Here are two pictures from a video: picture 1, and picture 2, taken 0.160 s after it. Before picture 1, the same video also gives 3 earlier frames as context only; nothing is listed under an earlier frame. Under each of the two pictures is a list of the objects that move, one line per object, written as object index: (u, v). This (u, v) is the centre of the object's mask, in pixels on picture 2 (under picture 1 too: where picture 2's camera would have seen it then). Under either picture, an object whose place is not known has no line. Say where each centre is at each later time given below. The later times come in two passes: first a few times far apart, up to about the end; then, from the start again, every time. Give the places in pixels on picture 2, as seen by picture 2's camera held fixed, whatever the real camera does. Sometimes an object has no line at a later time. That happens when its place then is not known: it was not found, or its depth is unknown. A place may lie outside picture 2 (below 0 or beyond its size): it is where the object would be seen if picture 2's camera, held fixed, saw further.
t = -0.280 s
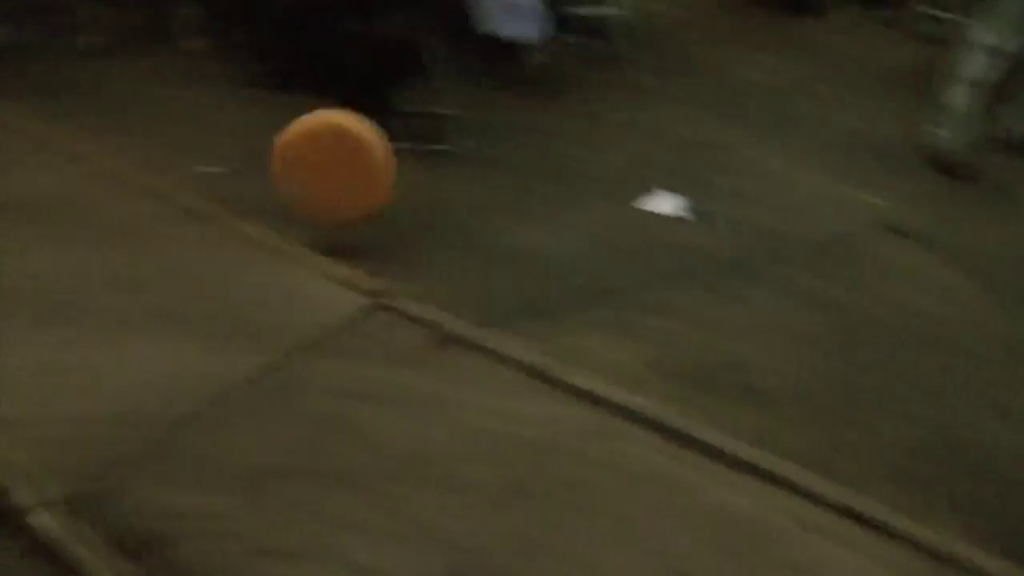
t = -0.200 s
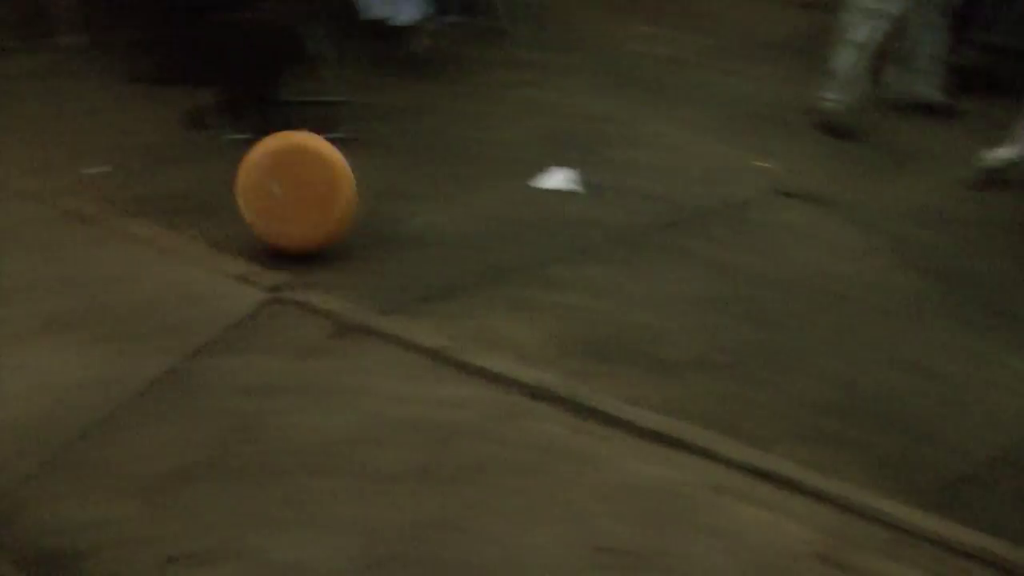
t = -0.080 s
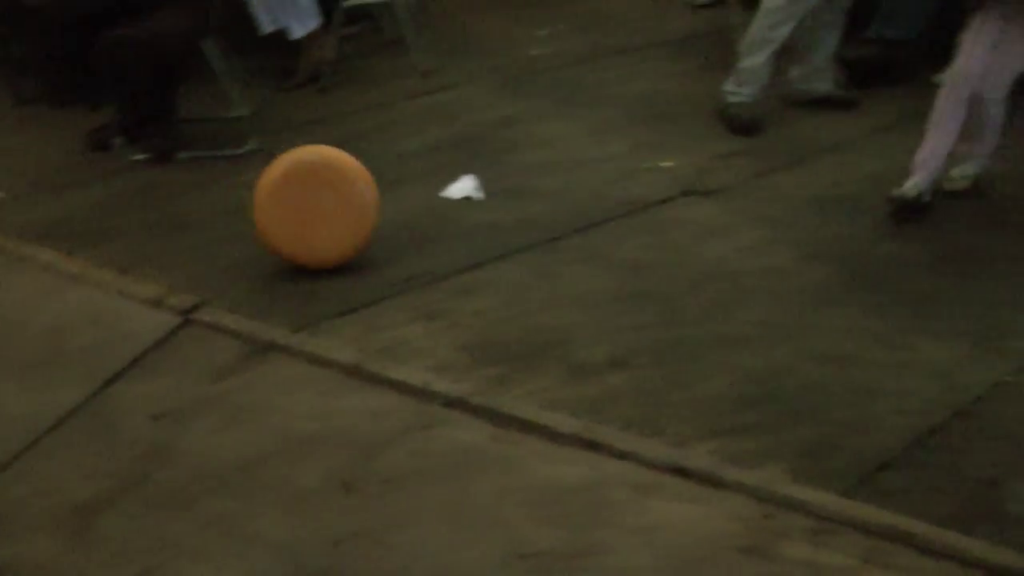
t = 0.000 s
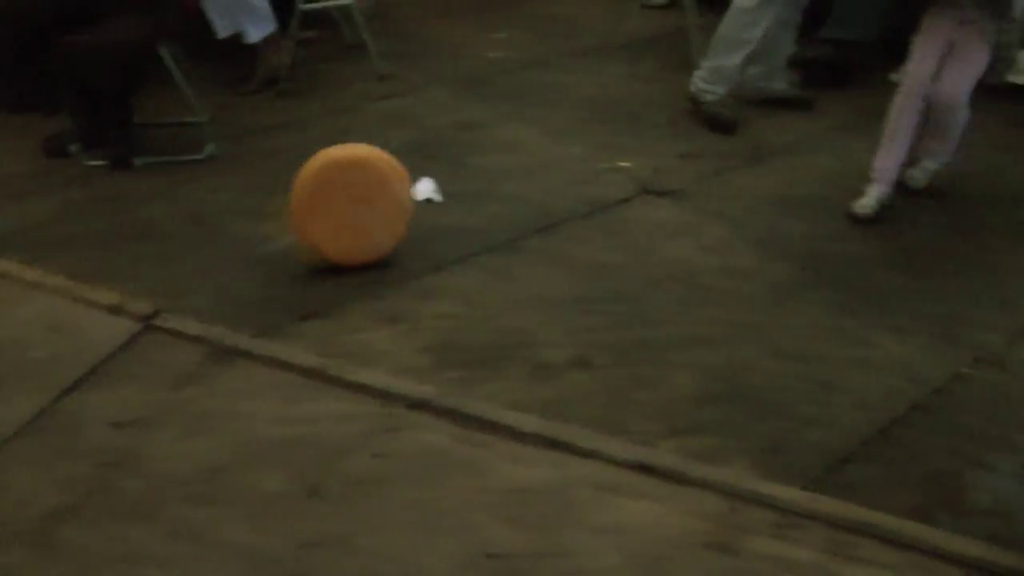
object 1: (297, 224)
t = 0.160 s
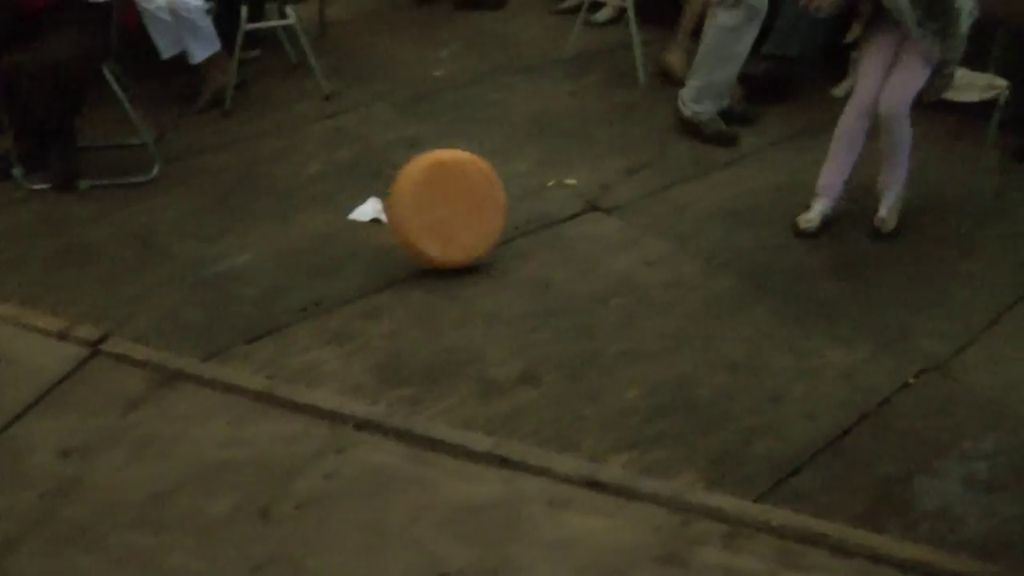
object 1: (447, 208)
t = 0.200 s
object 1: (480, 203)
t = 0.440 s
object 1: (665, 178)
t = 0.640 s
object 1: (783, 150)
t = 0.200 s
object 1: (480, 203)
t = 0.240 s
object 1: (514, 199)
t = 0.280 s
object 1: (547, 194)
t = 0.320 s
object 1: (578, 190)
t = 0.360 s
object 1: (609, 186)
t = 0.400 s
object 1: (637, 182)
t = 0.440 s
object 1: (665, 178)
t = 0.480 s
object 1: (692, 171)
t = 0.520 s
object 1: (716, 167)
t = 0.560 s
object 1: (741, 160)
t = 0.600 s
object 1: (763, 156)
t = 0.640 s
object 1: (783, 150)
